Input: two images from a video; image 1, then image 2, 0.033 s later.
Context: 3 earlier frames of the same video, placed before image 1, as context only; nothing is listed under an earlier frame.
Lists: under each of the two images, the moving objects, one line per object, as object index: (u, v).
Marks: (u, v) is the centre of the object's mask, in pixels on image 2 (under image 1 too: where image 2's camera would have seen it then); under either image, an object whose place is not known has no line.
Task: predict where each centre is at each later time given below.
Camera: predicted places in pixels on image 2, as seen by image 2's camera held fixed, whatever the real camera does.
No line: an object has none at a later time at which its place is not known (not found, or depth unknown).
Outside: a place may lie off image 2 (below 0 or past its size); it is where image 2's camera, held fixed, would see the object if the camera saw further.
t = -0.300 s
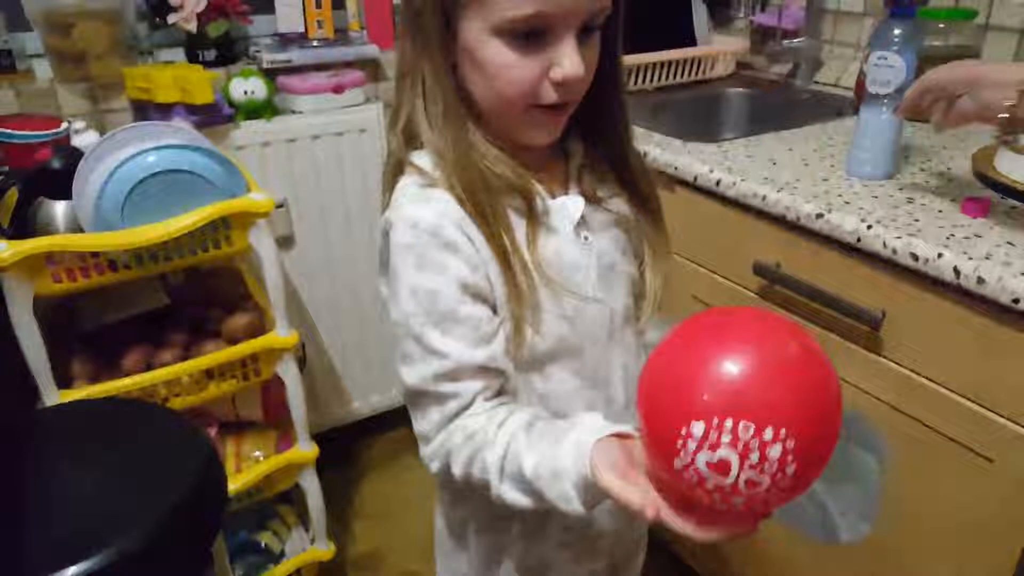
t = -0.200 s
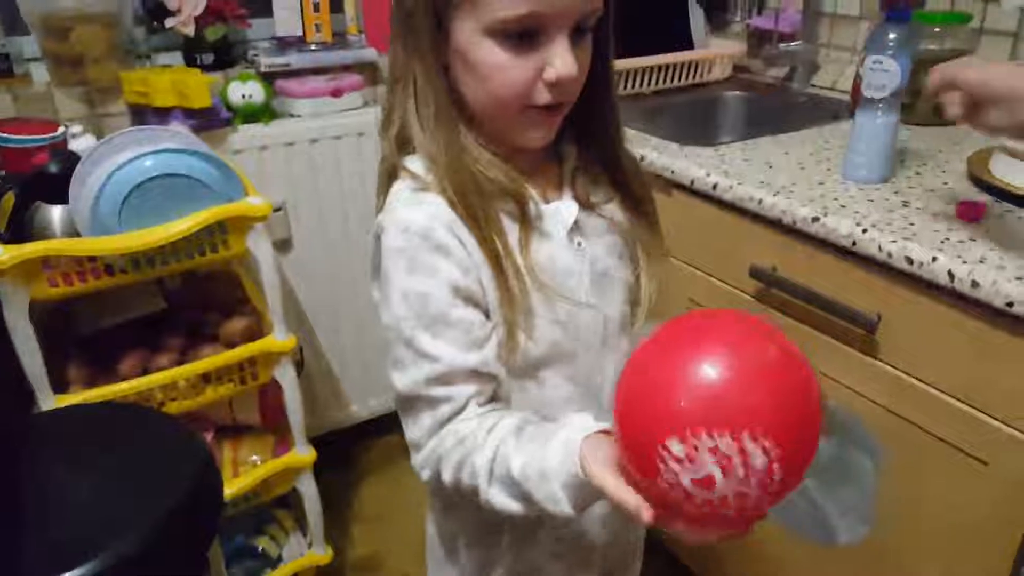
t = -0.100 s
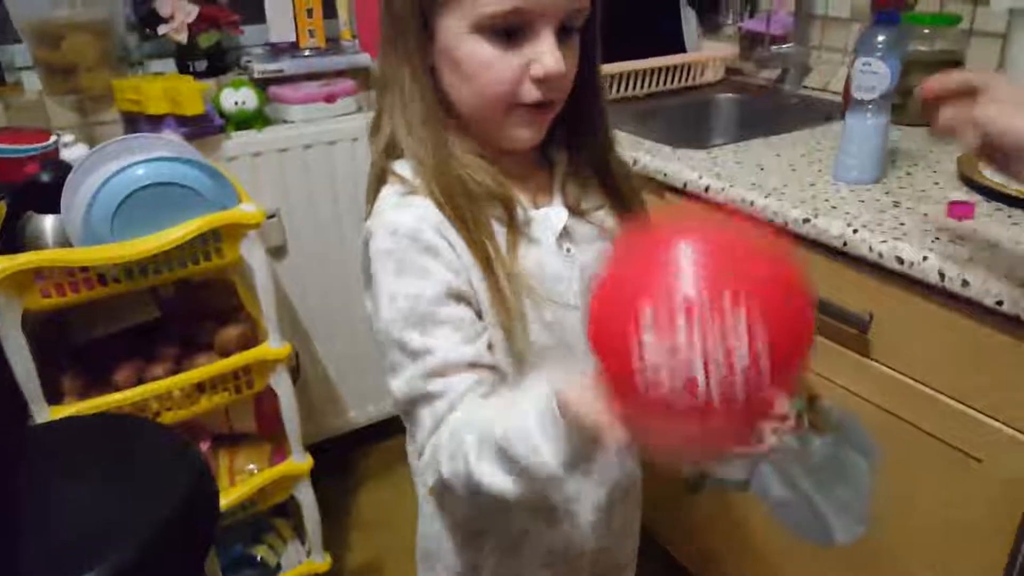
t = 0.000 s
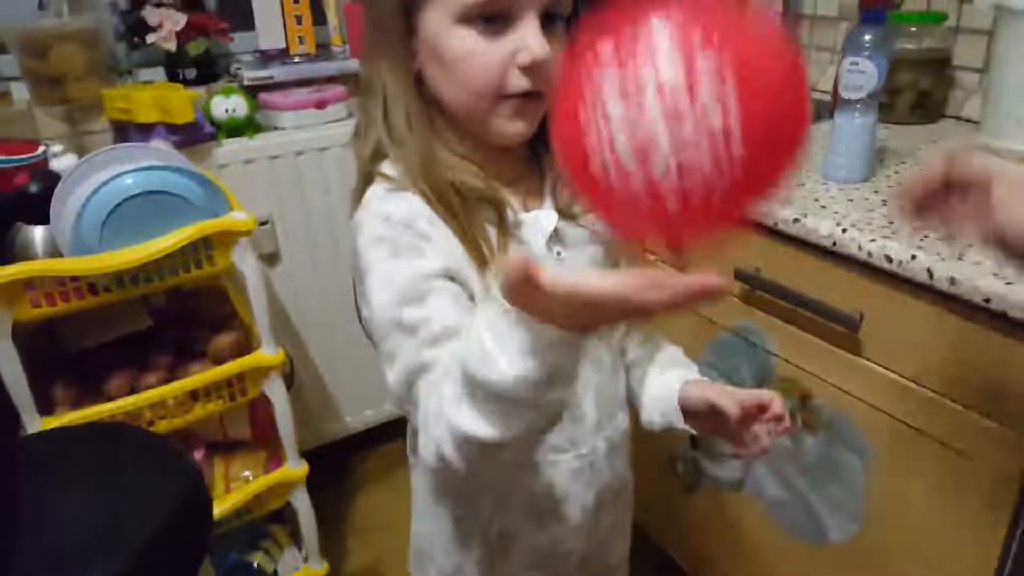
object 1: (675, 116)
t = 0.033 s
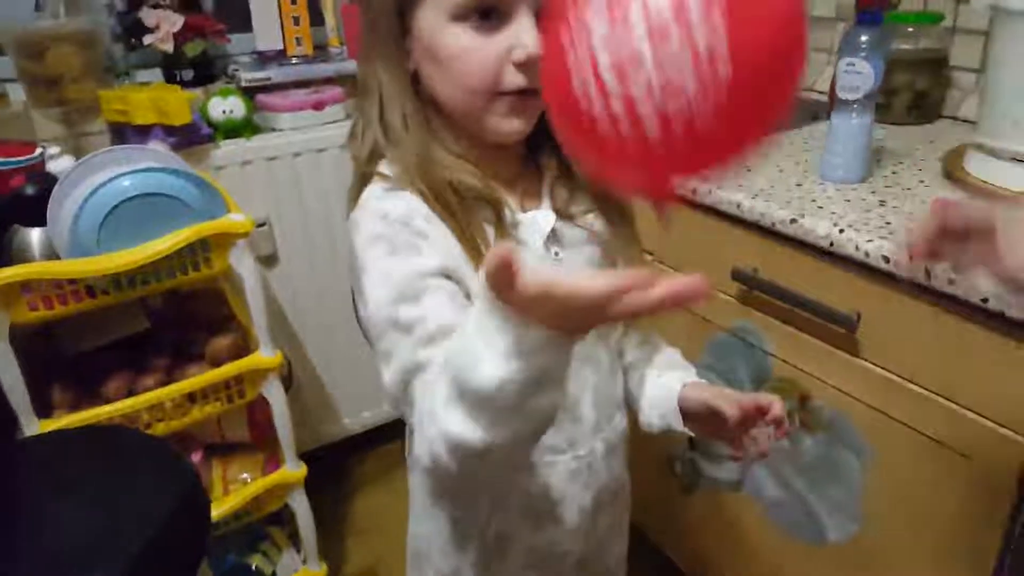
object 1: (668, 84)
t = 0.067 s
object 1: (662, 63)
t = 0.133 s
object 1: (642, 30)
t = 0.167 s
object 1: (633, 22)
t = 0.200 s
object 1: (628, 19)
